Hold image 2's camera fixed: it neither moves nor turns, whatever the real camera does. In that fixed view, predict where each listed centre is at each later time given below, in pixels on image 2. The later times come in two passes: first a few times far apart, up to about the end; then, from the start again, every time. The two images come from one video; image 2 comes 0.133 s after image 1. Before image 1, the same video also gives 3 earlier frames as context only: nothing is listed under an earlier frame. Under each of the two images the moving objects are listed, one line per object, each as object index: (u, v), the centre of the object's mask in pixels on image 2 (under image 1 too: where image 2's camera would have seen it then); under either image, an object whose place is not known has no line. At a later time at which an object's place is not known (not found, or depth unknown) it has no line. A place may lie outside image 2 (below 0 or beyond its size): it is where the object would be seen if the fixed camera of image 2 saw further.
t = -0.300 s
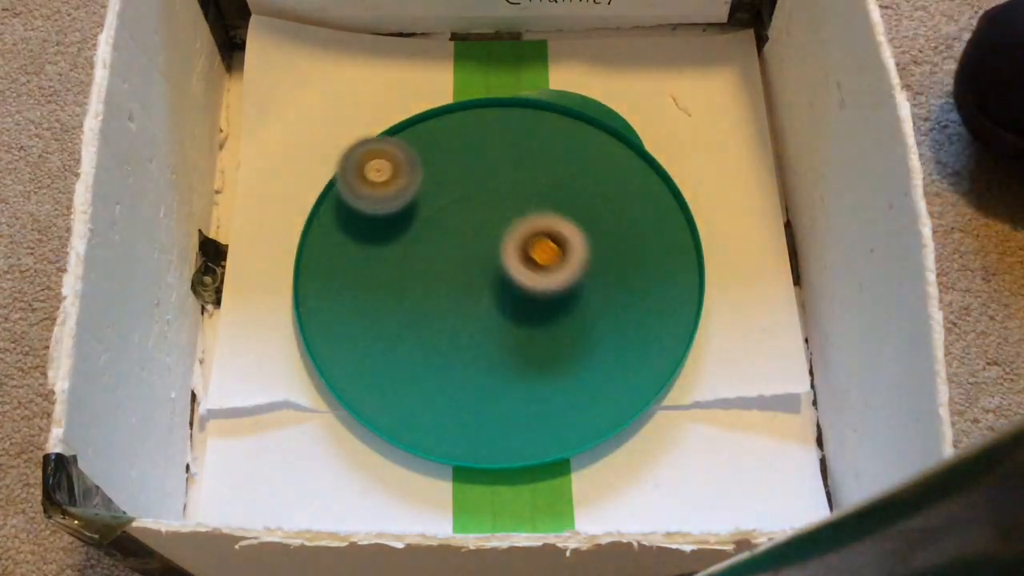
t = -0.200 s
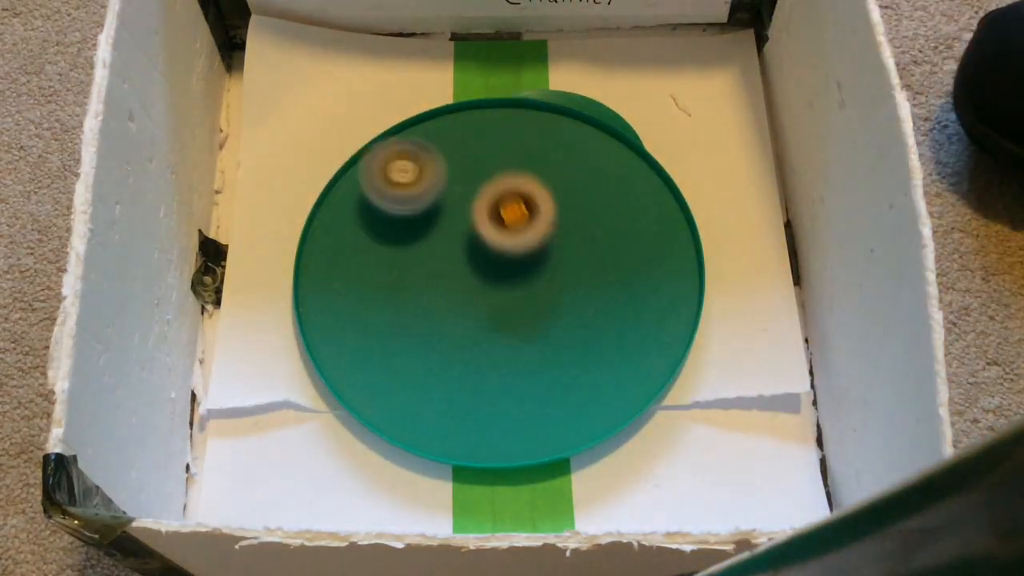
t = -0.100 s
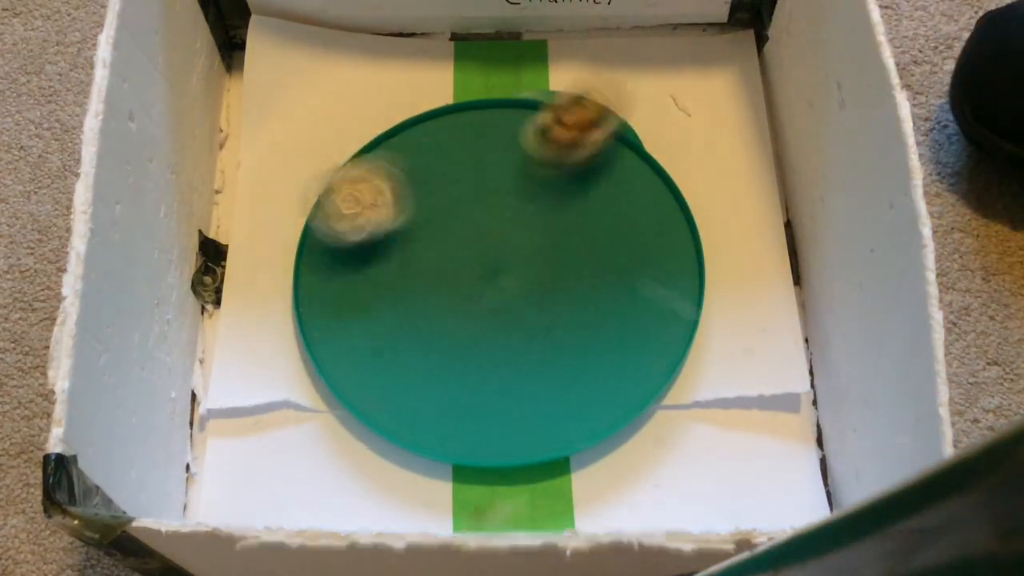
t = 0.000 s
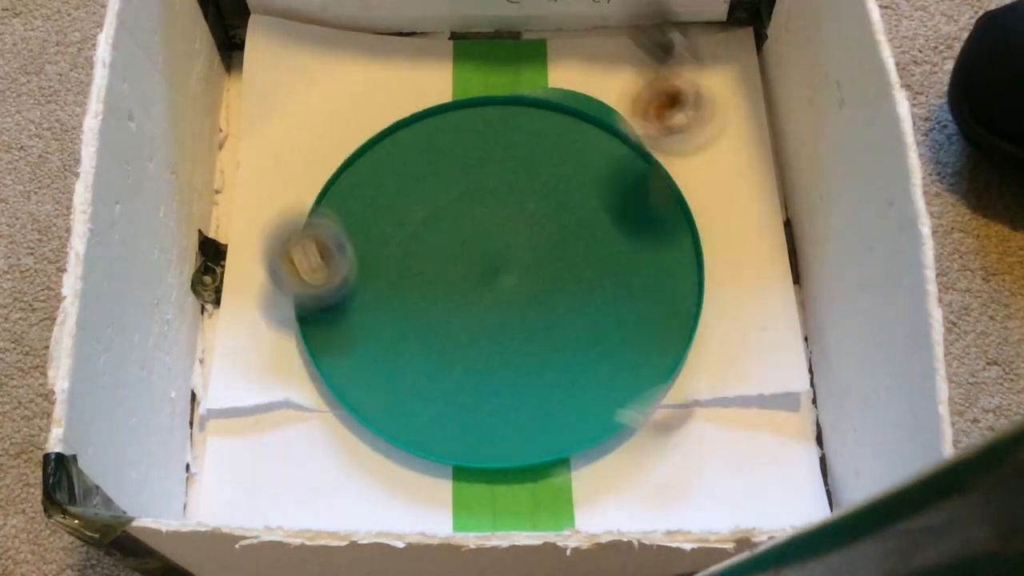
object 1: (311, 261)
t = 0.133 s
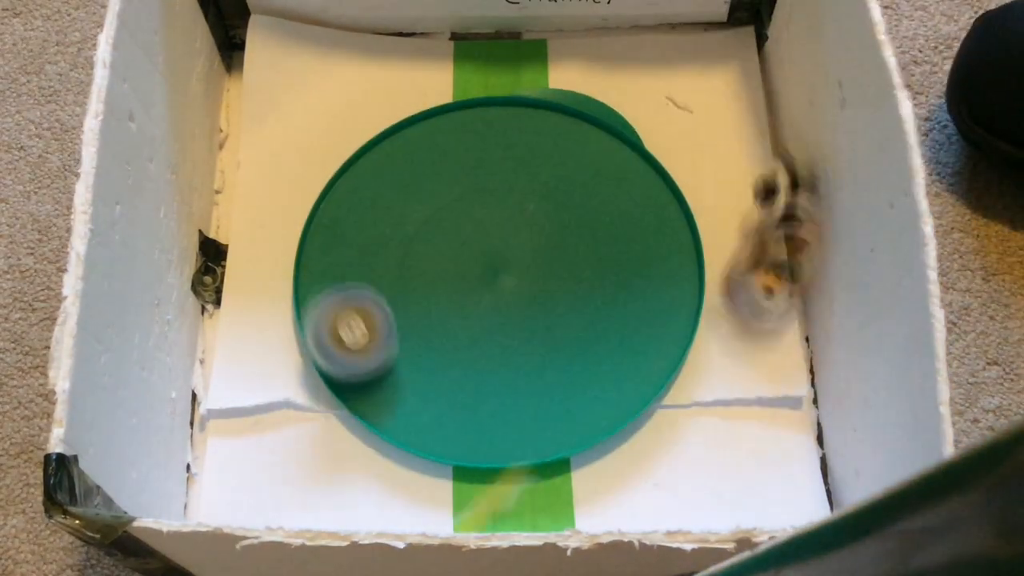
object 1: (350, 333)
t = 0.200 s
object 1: (359, 362)
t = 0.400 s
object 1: (410, 406)
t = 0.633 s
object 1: (515, 429)
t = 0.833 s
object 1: (611, 391)
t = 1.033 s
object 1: (662, 312)
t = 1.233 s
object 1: (667, 216)
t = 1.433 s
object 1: (615, 138)
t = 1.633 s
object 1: (526, 103)
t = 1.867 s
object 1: (417, 124)
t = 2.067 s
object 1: (348, 187)
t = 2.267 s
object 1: (330, 275)
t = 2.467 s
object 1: (374, 354)
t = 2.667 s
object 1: (466, 389)
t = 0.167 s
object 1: (357, 348)
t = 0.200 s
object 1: (359, 362)
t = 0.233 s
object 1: (363, 375)
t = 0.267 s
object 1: (367, 388)
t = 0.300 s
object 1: (380, 390)
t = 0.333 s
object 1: (391, 393)
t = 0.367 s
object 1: (401, 399)
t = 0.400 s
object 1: (410, 406)
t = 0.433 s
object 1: (421, 416)
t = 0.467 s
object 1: (435, 419)
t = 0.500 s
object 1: (449, 420)
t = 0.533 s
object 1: (464, 422)
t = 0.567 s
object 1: (479, 426)
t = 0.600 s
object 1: (497, 430)
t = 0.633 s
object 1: (515, 429)
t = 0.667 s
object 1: (530, 425)
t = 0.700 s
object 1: (546, 420)
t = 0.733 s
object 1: (563, 416)
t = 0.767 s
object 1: (581, 412)
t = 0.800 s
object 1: (596, 402)
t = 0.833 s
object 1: (611, 391)
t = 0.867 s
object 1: (625, 381)
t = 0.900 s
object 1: (635, 369)
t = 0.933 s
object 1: (641, 355)
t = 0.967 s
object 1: (648, 342)
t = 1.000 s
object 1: (656, 328)
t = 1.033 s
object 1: (662, 312)
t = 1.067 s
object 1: (667, 296)
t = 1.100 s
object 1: (671, 280)
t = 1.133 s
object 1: (672, 264)
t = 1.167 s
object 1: (672, 246)
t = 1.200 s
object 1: (670, 231)
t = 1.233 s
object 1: (667, 216)
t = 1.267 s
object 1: (662, 201)
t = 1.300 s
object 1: (655, 186)
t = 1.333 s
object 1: (647, 173)
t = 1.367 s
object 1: (637, 160)
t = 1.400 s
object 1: (626, 148)
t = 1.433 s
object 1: (615, 138)
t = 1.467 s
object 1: (602, 128)
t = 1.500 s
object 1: (587, 120)
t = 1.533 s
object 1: (573, 115)
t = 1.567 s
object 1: (559, 110)
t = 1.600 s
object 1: (542, 106)
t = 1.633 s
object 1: (526, 103)
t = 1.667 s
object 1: (510, 102)
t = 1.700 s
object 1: (494, 102)
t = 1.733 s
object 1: (479, 103)
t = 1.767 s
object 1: (462, 106)
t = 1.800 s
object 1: (446, 112)
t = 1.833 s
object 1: (432, 117)
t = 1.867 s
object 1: (417, 124)
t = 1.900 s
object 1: (402, 132)
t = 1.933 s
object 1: (389, 141)
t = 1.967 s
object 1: (377, 151)
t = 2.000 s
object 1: (366, 163)
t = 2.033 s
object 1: (356, 174)
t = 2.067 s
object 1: (348, 187)
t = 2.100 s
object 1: (341, 201)
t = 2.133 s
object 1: (334, 216)
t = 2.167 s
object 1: (332, 231)
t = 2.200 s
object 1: (329, 245)
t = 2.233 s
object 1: (329, 260)
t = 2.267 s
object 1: (330, 275)
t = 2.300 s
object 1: (333, 290)
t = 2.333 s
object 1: (337, 304)
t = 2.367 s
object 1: (344, 318)
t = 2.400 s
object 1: (351, 330)
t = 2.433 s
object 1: (362, 343)
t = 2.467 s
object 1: (374, 354)
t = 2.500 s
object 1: (388, 363)
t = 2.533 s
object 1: (402, 372)
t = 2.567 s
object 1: (416, 378)
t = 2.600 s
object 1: (433, 384)
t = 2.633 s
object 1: (449, 387)
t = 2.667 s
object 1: (466, 389)
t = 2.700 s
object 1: (483, 390)
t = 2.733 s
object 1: (500, 387)
